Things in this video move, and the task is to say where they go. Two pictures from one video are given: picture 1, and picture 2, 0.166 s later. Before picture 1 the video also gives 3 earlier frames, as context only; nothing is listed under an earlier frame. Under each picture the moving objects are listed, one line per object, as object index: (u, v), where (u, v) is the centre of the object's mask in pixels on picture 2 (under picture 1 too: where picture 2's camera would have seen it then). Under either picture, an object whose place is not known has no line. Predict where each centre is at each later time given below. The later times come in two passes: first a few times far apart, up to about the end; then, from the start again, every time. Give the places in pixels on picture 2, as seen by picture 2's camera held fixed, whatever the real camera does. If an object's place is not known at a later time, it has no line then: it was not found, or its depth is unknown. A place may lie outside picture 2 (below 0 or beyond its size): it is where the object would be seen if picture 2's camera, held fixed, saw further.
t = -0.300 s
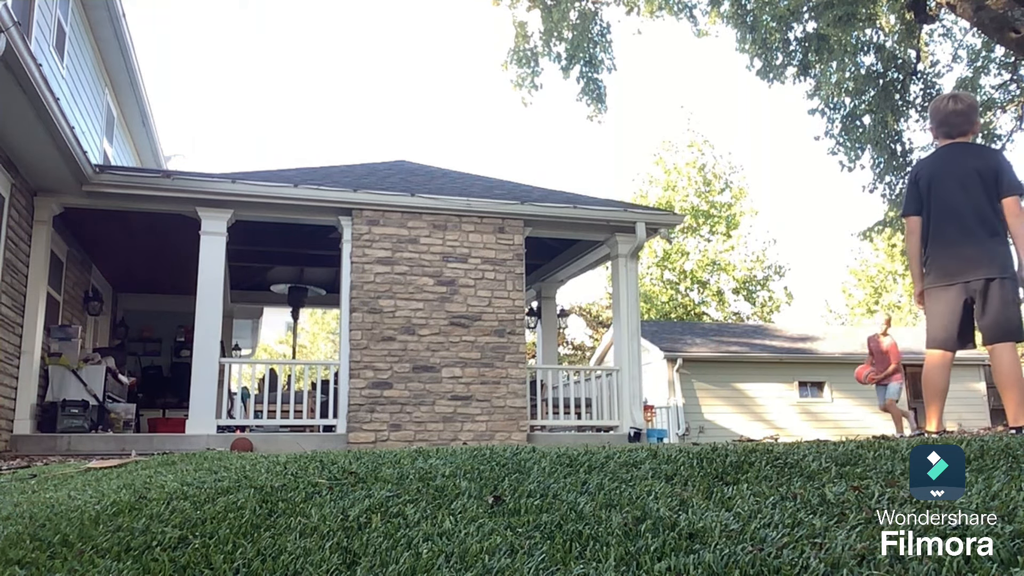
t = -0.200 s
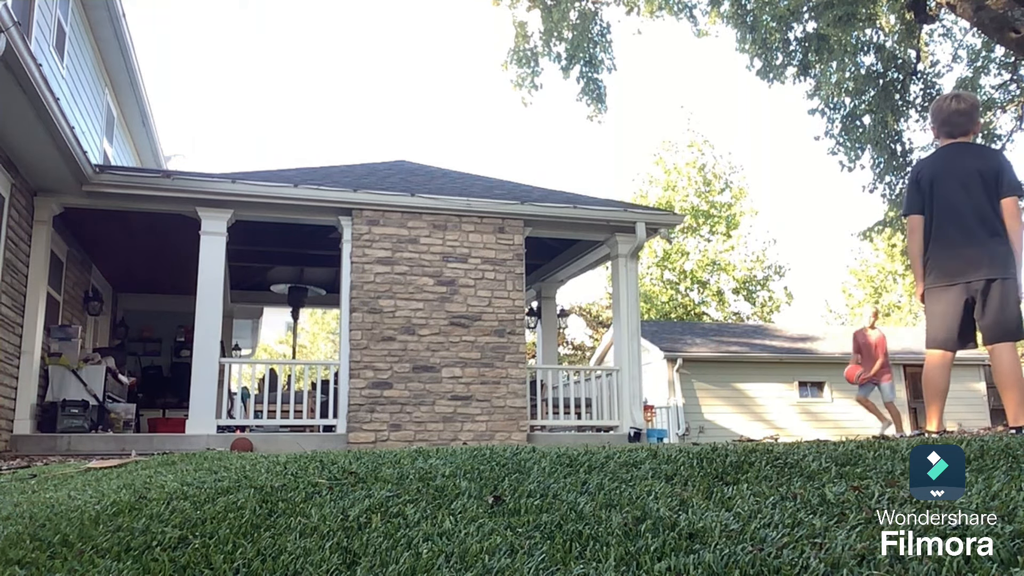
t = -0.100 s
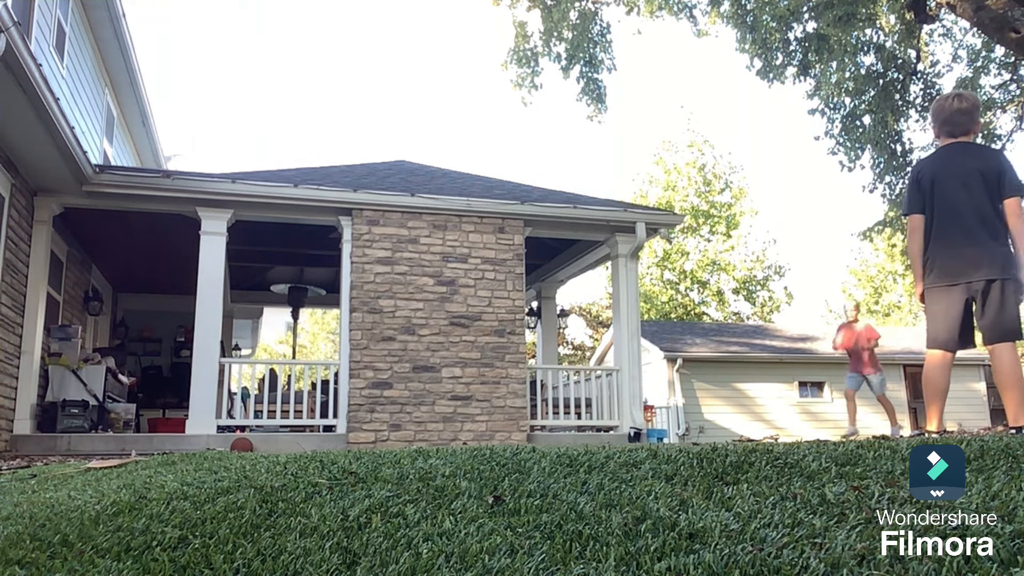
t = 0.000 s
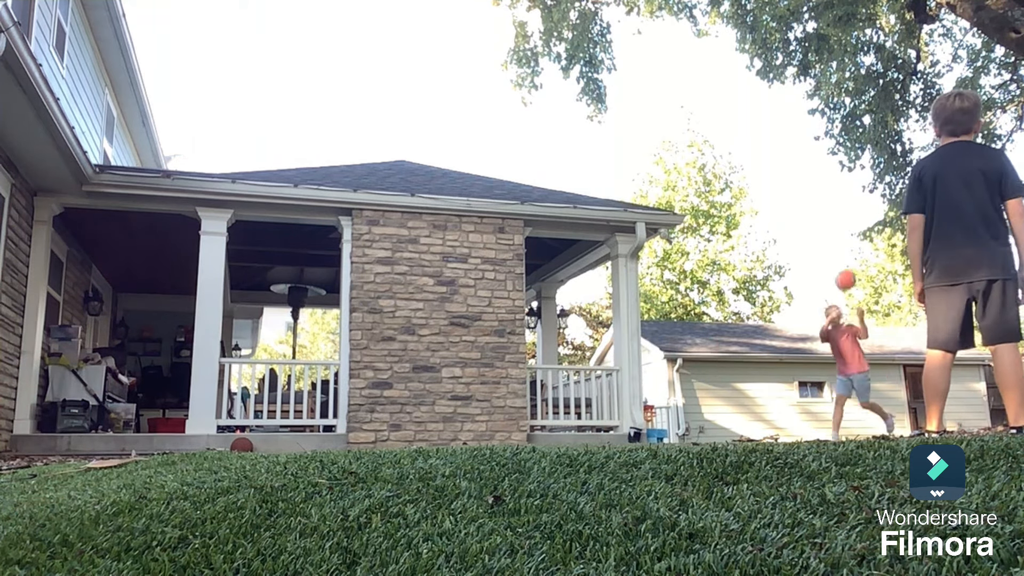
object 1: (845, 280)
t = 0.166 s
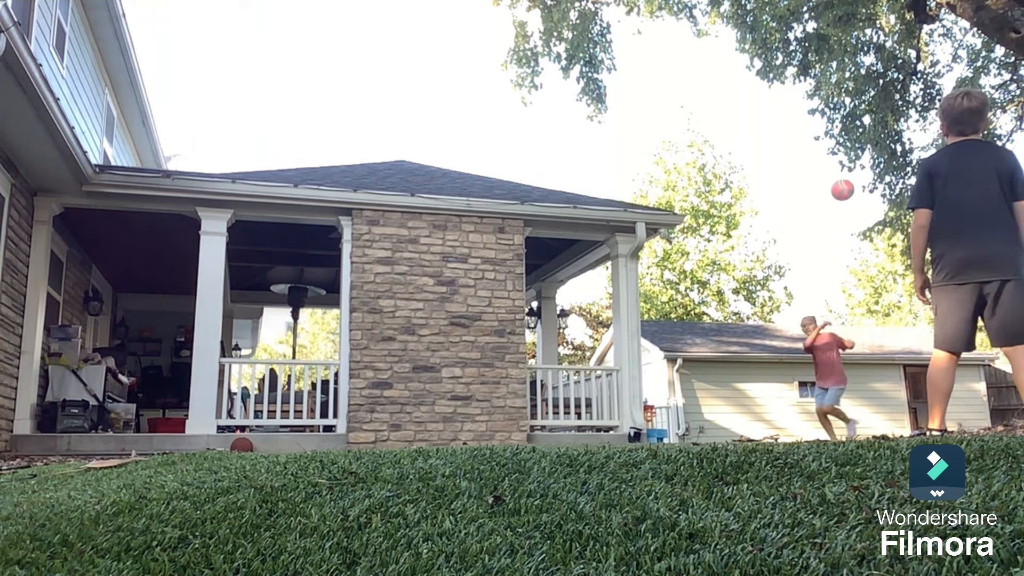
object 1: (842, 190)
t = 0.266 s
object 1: (842, 143)
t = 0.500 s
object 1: (846, 67)
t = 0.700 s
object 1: (857, 47)
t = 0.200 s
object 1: (843, 173)
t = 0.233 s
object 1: (843, 158)
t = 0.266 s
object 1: (842, 143)
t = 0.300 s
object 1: (842, 129)
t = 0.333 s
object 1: (843, 116)
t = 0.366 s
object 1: (843, 104)
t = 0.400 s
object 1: (843, 94)
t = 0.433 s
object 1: (844, 84)
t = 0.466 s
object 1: (845, 74)
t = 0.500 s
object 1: (846, 67)
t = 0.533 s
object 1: (847, 60)
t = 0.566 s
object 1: (849, 54)
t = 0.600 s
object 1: (850, 50)
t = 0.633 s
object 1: (852, 48)
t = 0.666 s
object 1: (854, 46)
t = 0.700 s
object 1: (857, 47)
